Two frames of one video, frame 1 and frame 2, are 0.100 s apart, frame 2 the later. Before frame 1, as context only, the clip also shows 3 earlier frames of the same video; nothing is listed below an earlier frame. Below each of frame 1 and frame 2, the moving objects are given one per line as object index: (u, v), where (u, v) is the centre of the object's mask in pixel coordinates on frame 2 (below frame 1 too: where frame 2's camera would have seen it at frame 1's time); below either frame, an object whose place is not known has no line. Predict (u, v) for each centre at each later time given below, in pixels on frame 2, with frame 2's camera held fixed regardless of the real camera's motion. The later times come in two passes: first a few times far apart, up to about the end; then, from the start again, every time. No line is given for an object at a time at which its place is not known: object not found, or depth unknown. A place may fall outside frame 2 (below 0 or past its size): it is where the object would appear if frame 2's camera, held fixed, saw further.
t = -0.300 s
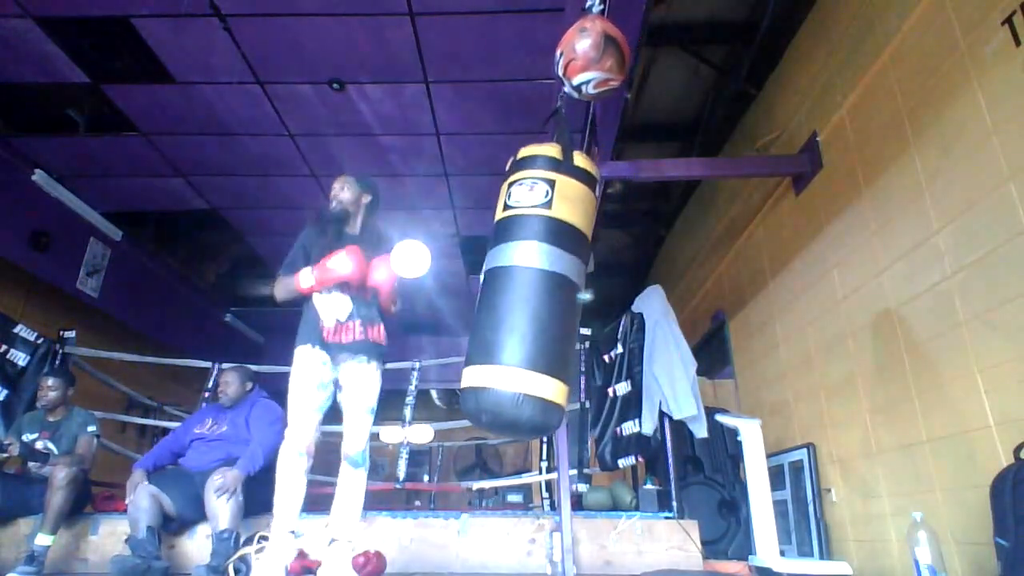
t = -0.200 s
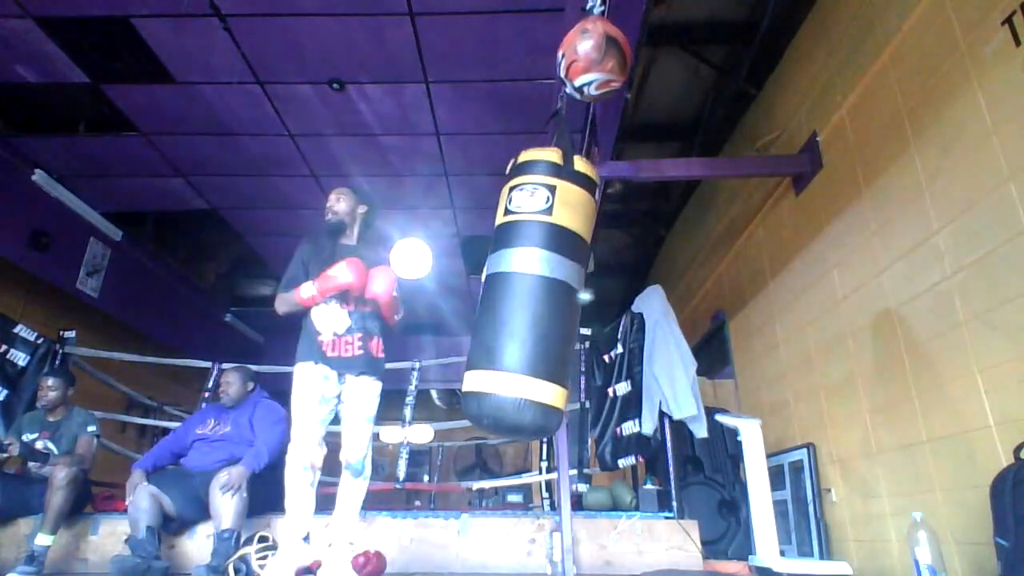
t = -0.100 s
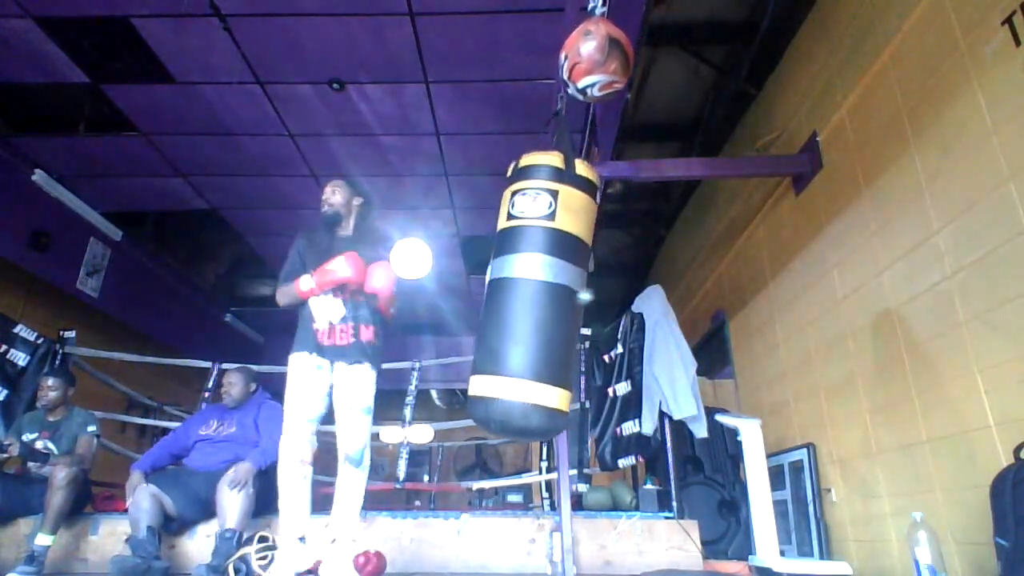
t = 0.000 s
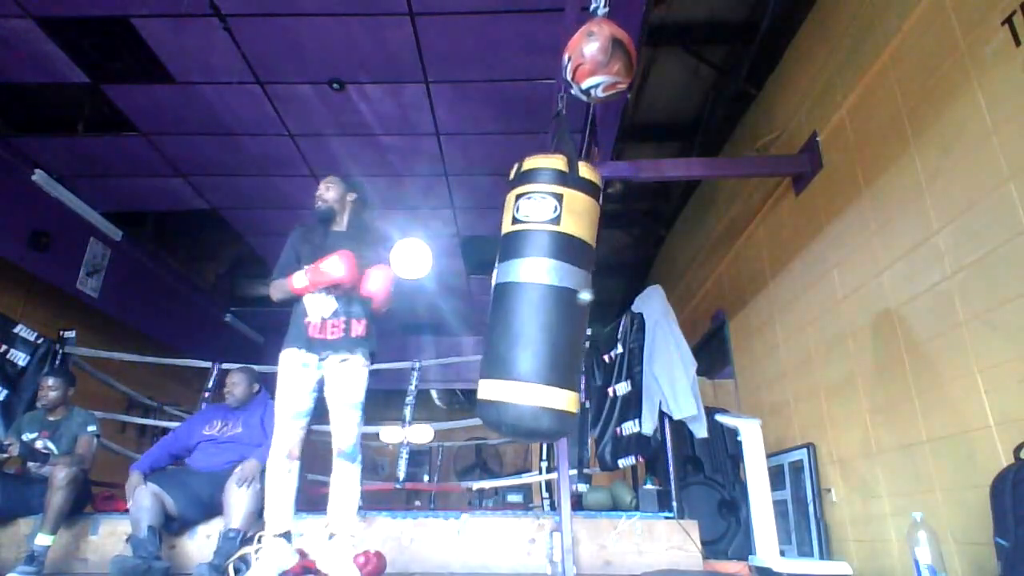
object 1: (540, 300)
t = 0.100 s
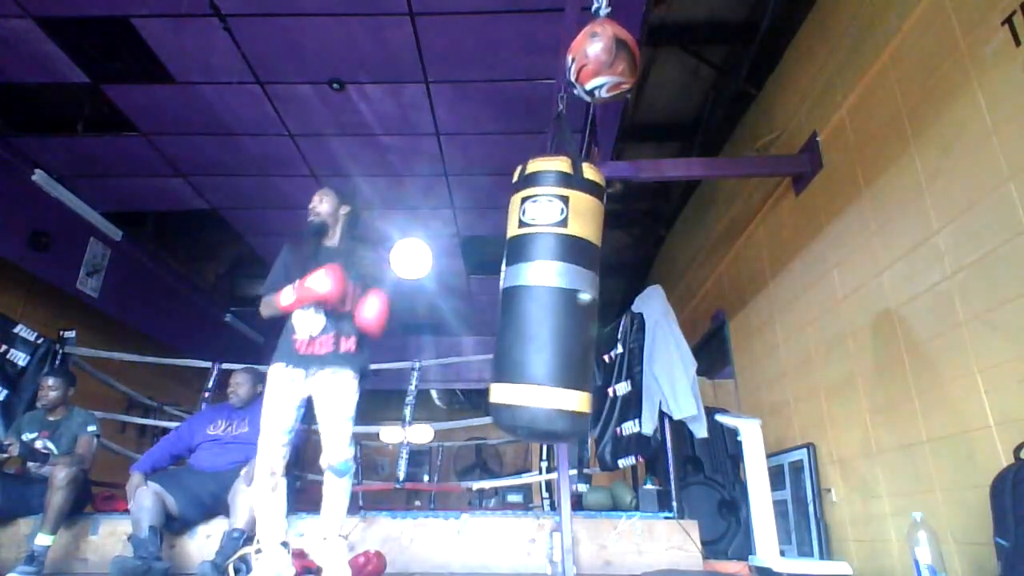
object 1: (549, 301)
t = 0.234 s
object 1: (562, 302)
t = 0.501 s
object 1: (590, 299)
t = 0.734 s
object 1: (609, 294)
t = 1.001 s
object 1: (609, 286)
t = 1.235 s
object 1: (589, 283)
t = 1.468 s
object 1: (561, 287)
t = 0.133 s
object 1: (552, 302)
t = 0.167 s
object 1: (555, 302)
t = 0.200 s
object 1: (558, 302)
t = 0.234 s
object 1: (562, 302)
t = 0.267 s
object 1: (565, 302)
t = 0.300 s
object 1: (569, 302)
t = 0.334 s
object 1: (572, 302)
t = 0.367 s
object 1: (576, 301)
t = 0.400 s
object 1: (580, 301)
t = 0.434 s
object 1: (583, 300)
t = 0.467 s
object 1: (587, 300)
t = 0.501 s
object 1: (590, 299)
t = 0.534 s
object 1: (593, 299)
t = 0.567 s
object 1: (596, 298)
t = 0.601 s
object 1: (599, 297)
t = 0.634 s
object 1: (602, 297)
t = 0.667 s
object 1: (605, 296)
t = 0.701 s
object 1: (607, 295)
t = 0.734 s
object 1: (609, 294)
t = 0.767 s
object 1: (610, 293)
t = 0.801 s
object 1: (611, 292)
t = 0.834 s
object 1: (612, 291)
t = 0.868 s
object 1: (612, 289)
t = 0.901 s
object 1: (612, 288)
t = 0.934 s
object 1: (612, 287)
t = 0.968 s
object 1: (611, 287)
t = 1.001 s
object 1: (609, 286)
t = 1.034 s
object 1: (608, 285)
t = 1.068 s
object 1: (605, 285)
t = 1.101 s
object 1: (603, 284)
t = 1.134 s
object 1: (600, 284)
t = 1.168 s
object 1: (597, 284)
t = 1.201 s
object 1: (593, 283)
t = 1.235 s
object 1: (589, 283)
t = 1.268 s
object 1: (585, 283)
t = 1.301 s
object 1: (581, 284)
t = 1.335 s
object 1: (577, 285)
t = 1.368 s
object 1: (573, 286)
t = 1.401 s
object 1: (569, 286)
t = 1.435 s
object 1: (564, 286)
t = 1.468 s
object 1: (561, 287)
